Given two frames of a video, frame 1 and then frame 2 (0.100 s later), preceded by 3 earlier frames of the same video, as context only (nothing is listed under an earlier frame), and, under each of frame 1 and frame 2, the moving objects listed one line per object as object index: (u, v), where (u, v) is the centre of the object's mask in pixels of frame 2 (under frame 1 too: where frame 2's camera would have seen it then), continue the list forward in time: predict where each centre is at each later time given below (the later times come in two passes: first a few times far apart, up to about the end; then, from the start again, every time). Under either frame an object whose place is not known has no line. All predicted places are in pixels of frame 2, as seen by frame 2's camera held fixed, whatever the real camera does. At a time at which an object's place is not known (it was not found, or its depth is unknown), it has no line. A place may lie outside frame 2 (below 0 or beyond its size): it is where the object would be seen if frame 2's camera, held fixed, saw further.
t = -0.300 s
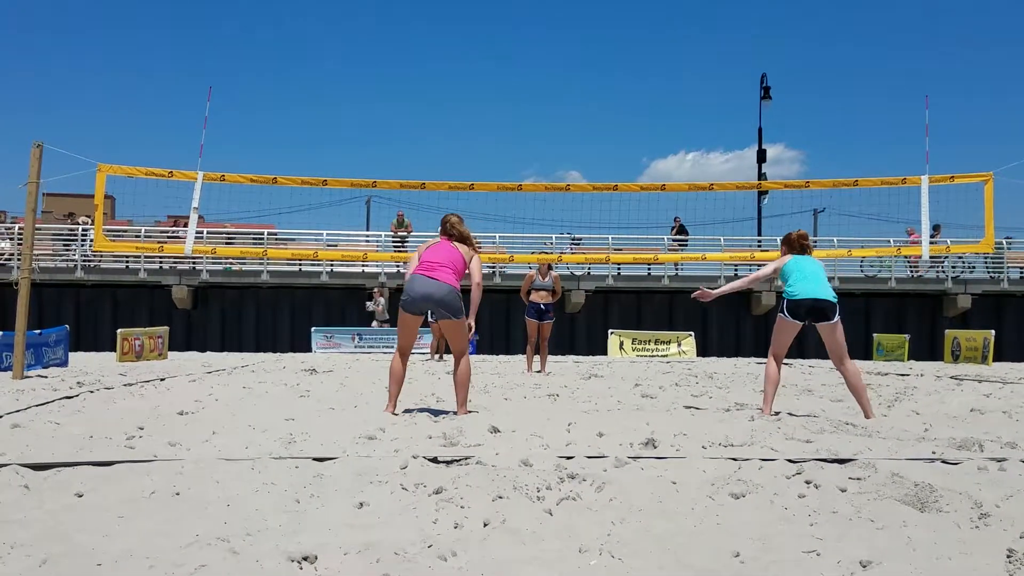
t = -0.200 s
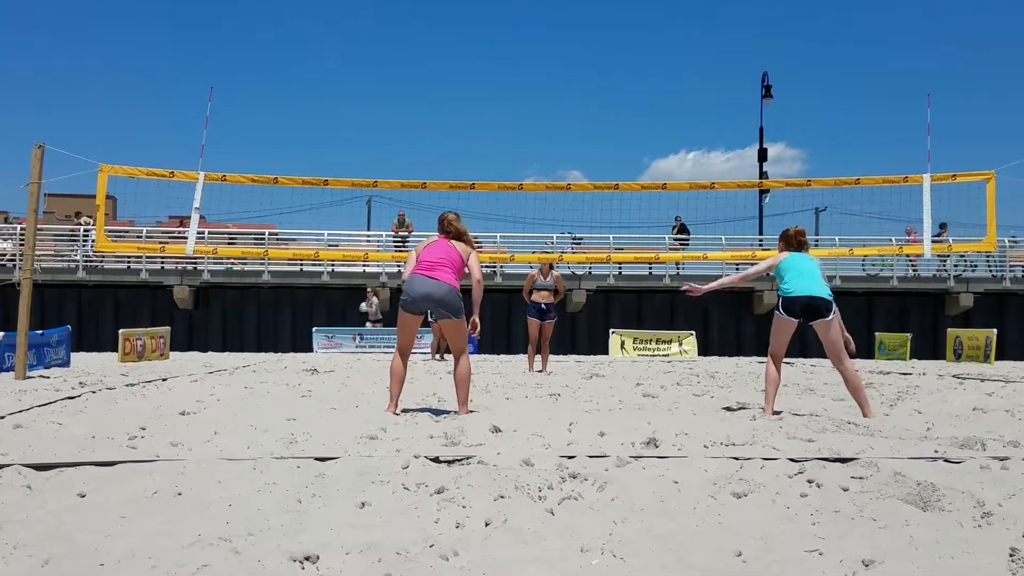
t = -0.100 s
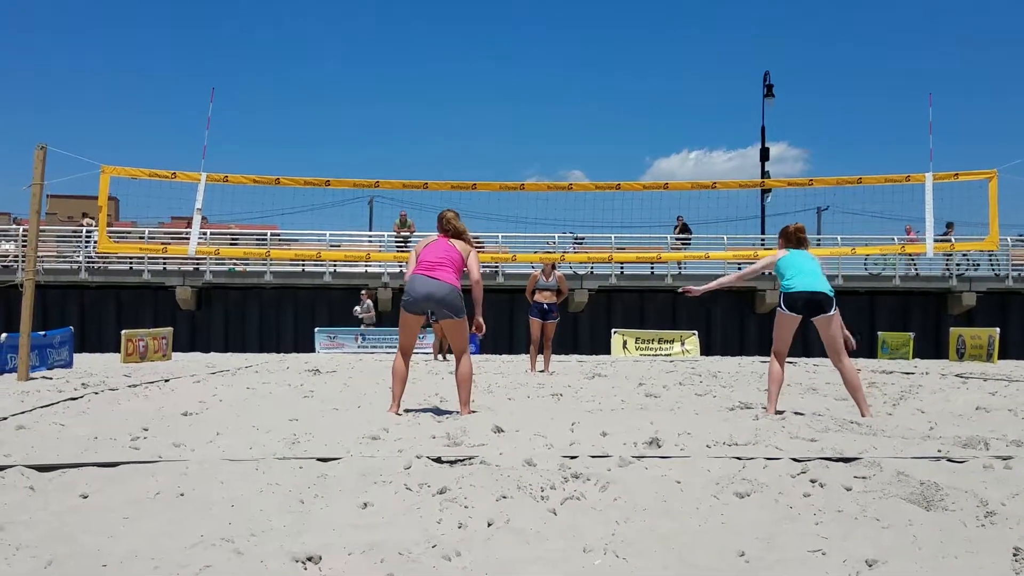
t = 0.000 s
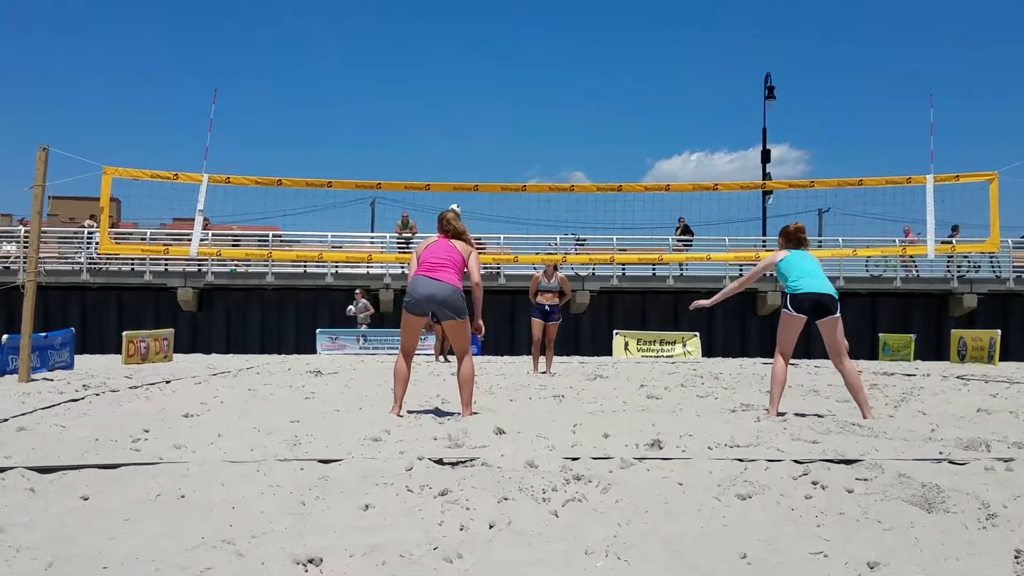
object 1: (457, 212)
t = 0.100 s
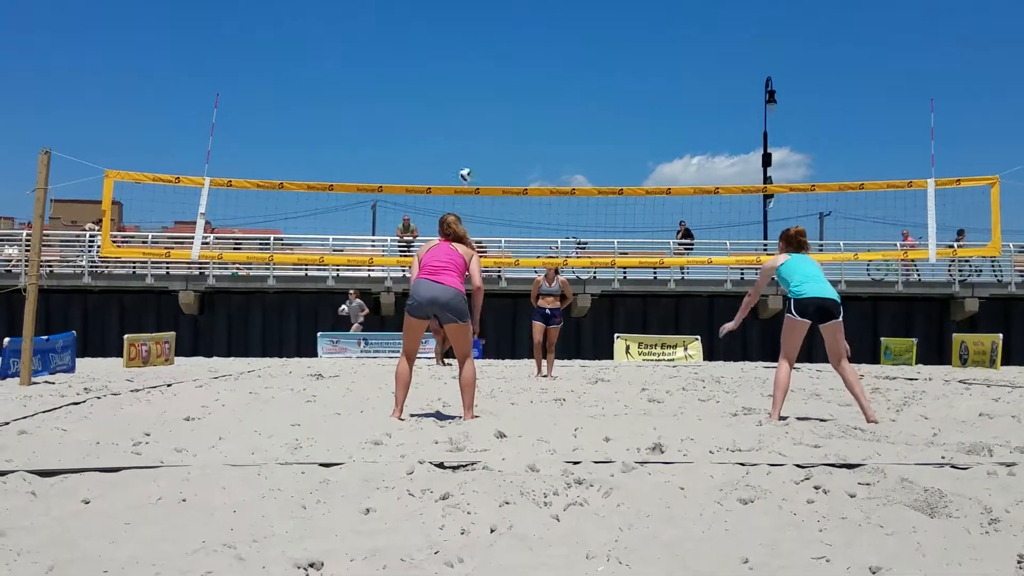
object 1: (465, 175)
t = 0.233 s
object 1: (480, 126)
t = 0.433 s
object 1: (506, 62)
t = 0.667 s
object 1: (542, 12)
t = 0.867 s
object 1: (571, 1)
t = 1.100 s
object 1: (611, 53)
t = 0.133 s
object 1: (469, 162)
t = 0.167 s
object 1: (472, 150)
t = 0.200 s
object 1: (475, 138)
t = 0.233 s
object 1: (480, 126)
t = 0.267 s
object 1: (484, 115)
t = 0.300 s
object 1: (488, 103)
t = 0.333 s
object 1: (492, 92)
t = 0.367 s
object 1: (496, 81)
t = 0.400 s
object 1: (501, 71)
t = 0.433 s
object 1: (506, 62)
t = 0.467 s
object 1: (512, 52)
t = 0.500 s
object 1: (517, 44)
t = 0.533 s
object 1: (522, 36)
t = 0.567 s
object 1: (526, 29)
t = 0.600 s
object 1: (532, 22)
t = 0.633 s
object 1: (537, 17)
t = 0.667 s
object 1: (542, 12)
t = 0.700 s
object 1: (547, 7)
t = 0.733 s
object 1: (552, 4)
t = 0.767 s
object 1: (556, 2)
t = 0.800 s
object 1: (561, 1)
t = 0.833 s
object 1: (565, 1)
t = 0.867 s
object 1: (571, 1)
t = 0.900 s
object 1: (577, 4)
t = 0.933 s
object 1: (581, 8)
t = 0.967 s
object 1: (587, 13)
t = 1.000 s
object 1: (592, 20)
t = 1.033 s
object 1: (599, 29)
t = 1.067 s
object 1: (605, 40)
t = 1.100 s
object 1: (611, 53)
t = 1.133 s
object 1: (617, 68)
